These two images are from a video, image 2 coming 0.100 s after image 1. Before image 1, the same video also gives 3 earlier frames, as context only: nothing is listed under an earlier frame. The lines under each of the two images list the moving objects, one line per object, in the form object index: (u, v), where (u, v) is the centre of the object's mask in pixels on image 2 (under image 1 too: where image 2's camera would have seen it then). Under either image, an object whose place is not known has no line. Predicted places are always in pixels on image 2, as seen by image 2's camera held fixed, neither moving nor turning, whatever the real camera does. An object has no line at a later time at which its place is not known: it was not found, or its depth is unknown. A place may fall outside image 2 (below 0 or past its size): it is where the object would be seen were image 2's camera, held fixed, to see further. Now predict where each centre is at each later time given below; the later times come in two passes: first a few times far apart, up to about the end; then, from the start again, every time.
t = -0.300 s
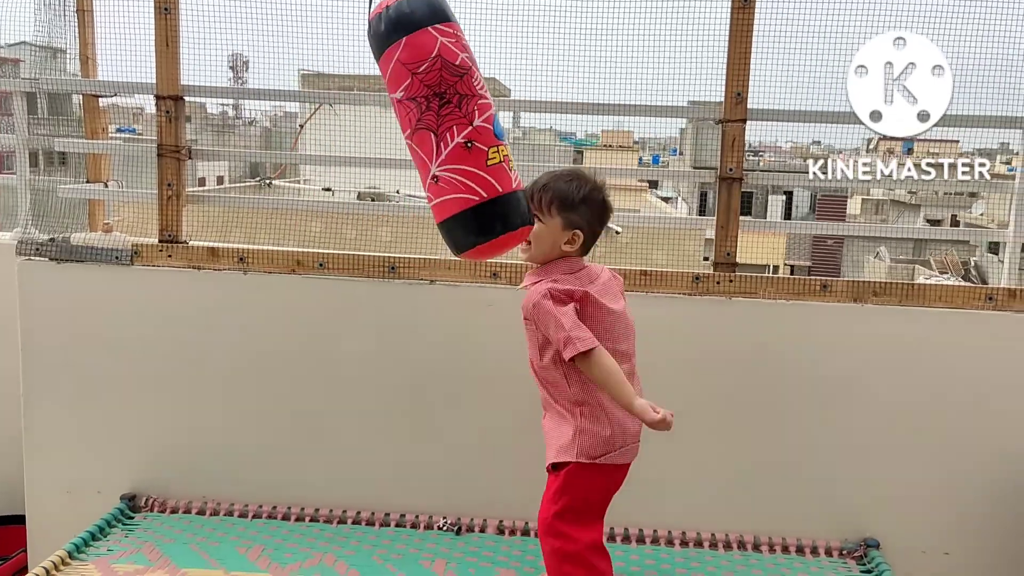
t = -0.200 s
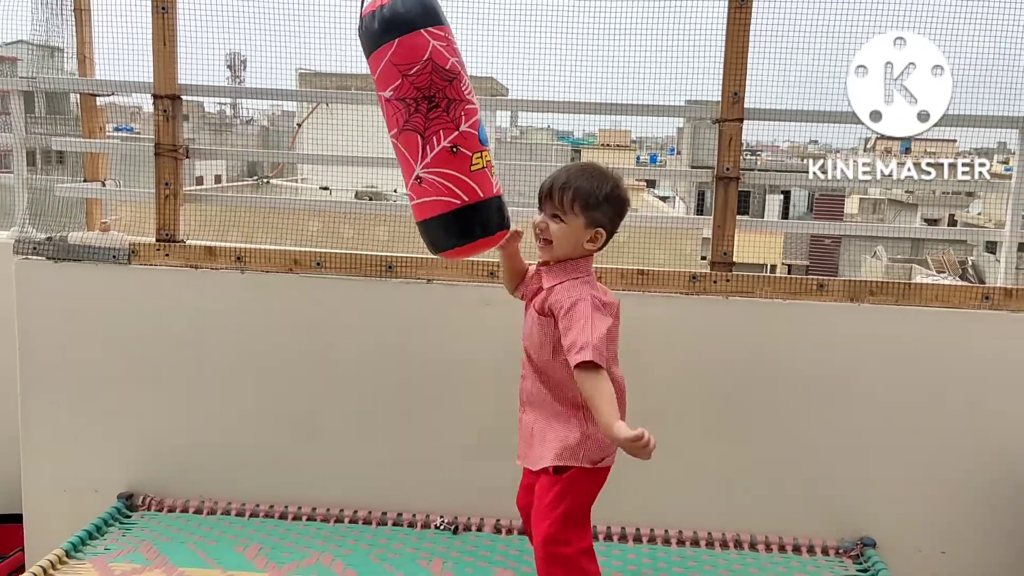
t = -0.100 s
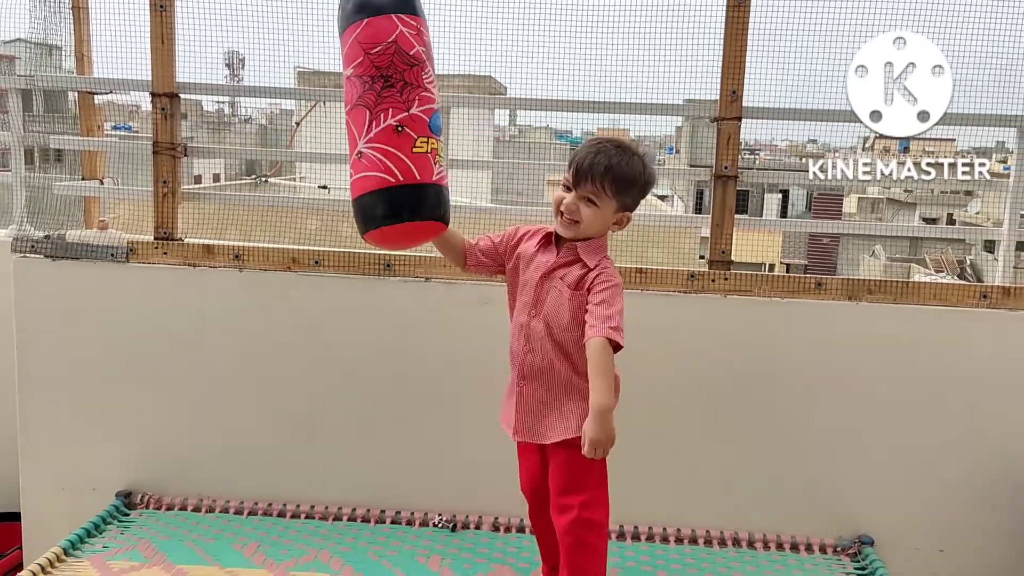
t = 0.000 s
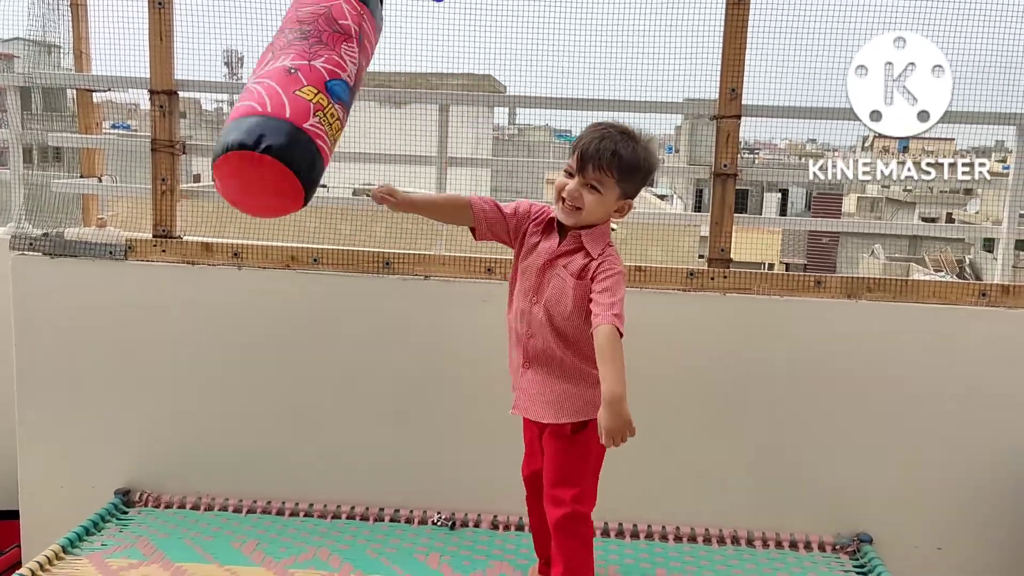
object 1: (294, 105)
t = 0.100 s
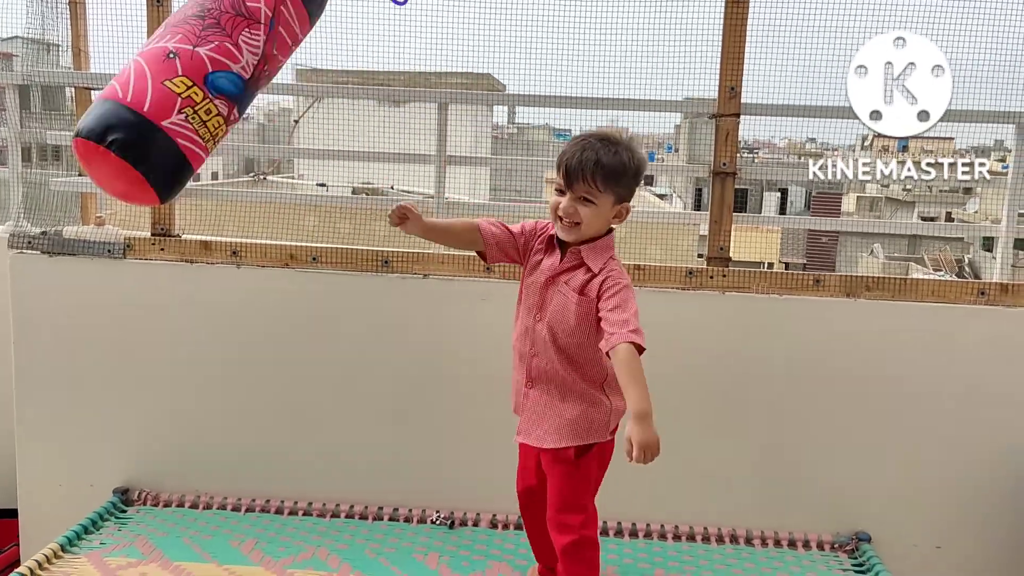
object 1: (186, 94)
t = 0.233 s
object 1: (85, 89)
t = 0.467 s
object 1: (48, 94)
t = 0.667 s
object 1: (76, 115)
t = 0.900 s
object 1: (171, 112)
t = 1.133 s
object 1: (238, 90)
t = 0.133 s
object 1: (154, 92)
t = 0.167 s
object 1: (126, 91)
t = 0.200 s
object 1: (102, 90)
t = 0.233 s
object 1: (85, 89)
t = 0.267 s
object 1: (72, 88)
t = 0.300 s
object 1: (63, 89)
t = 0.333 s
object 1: (56, 93)
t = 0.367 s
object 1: (50, 97)
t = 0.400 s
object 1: (46, 98)
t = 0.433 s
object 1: (46, 96)
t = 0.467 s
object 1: (48, 94)
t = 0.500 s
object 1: (51, 96)
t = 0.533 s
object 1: (52, 100)
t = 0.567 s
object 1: (54, 105)
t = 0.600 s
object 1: (58, 109)
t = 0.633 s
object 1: (65, 112)
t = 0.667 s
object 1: (76, 115)
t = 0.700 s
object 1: (90, 116)
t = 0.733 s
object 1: (104, 117)
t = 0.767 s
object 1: (118, 118)
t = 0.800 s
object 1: (132, 118)
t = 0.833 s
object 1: (145, 116)
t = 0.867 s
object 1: (158, 115)
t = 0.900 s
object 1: (171, 112)
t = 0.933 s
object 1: (182, 109)
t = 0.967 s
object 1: (193, 105)
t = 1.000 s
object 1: (203, 101)
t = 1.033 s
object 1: (213, 98)
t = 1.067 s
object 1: (223, 95)
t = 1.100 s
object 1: (231, 93)
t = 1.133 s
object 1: (238, 90)
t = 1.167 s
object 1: (243, 88)
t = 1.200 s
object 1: (248, 88)
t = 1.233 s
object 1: (250, 88)
